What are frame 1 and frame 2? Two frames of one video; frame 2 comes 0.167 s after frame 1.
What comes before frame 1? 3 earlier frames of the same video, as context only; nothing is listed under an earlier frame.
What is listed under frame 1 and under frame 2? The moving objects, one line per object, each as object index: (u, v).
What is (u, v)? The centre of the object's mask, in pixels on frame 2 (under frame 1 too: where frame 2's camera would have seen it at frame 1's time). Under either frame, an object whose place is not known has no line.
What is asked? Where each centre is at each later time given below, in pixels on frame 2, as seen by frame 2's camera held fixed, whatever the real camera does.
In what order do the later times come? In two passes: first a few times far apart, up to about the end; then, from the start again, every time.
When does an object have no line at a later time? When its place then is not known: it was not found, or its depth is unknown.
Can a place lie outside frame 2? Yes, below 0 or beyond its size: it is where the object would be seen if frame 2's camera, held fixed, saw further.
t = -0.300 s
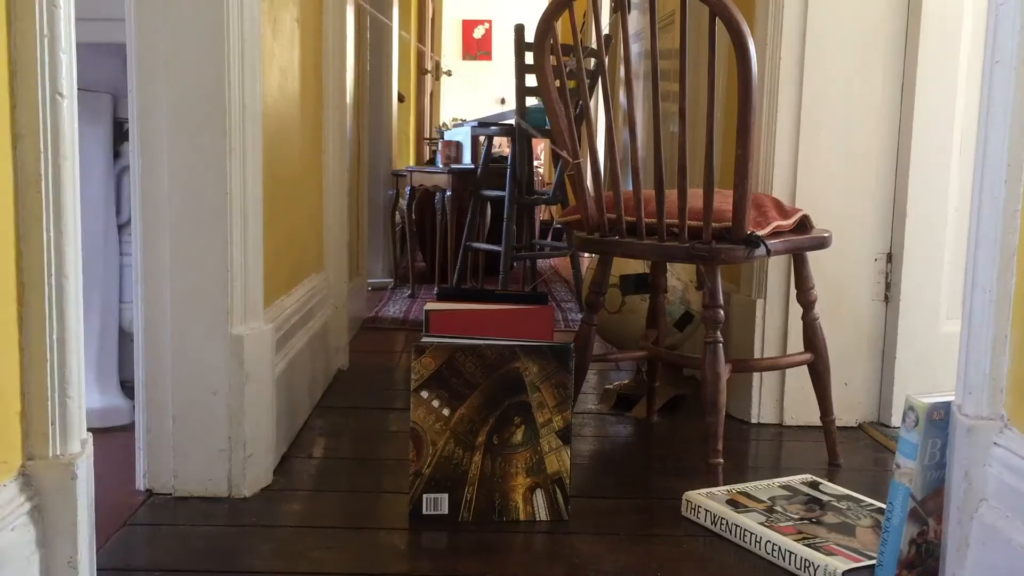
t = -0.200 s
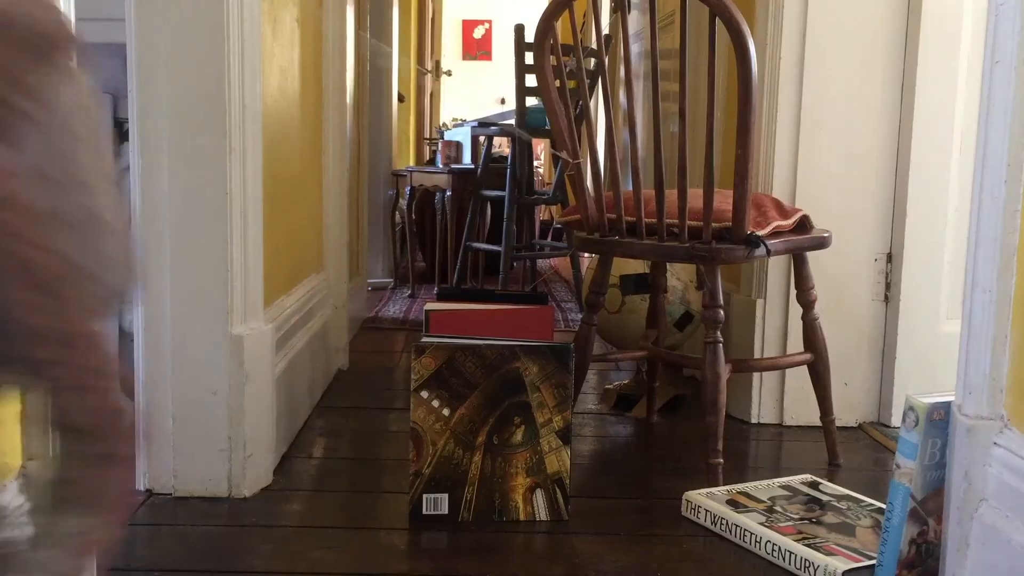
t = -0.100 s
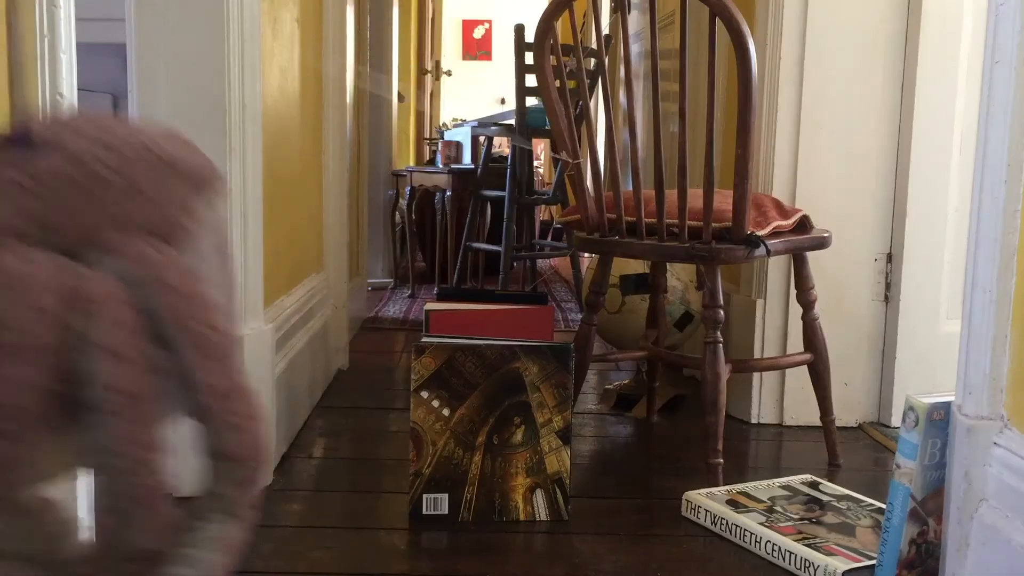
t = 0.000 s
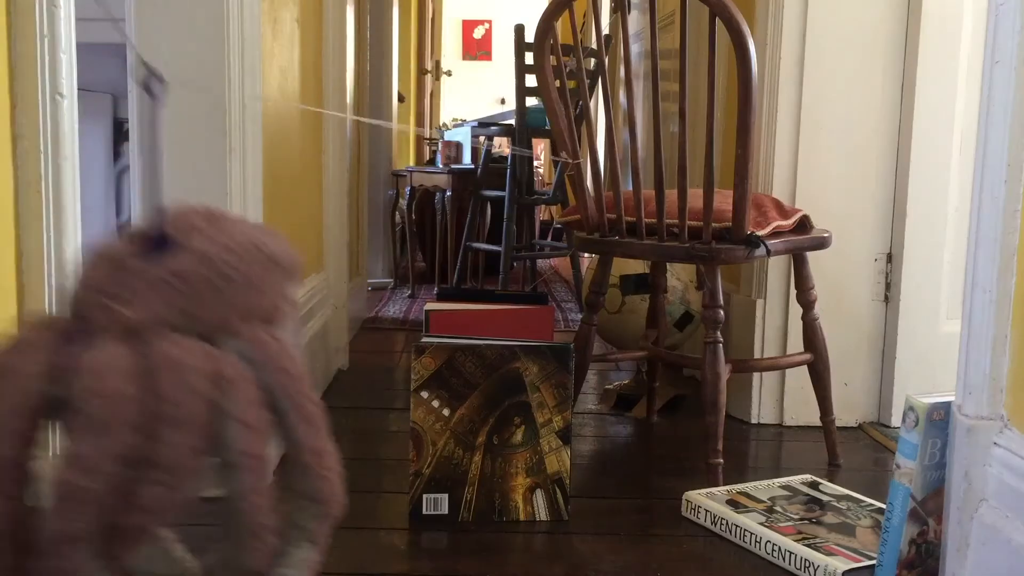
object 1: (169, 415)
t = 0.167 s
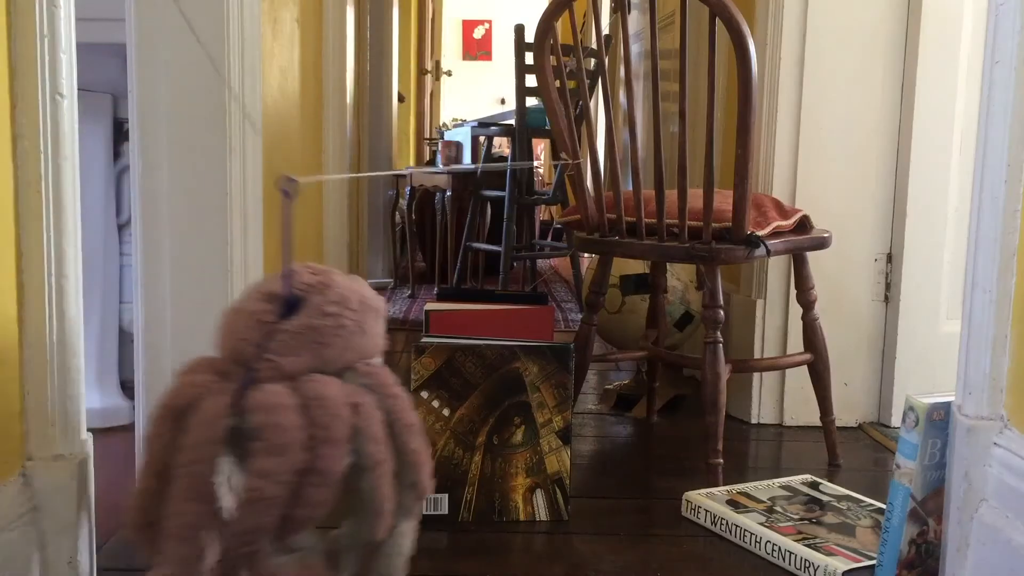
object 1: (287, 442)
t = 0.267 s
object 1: (343, 450)
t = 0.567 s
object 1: (455, 454)
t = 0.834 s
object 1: (511, 452)
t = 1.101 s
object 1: (530, 457)
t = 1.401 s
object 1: (514, 464)
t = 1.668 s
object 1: (498, 460)
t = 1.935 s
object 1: (497, 456)
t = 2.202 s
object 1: (500, 457)
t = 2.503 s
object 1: (507, 457)
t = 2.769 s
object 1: (507, 457)
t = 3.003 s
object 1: (504, 457)
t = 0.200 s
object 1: (306, 446)
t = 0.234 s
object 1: (326, 446)
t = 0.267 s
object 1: (343, 450)
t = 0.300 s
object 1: (357, 453)
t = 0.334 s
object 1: (371, 457)
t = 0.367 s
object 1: (383, 460)
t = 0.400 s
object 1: (395, 461)
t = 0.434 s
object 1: (407, 462)
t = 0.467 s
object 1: (421, 458)
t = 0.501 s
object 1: (433, 456)
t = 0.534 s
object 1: (444, 455)
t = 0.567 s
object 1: (455, 454)
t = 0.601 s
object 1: (464, 455)
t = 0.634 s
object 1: (472, 456)
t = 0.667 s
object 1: (479, 456)
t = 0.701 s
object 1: (487, 455)
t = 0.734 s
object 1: (494, 453)
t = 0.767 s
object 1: (500, 452)
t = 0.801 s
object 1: (505, 451)
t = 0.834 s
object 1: (511, 452)
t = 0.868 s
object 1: (516, 452)
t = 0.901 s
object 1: (520, 452)
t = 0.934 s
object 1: (523, 452)
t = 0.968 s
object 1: (526, 453)
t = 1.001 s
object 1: (528, 453)
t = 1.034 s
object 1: (529, 454)
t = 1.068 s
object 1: (530, 456)
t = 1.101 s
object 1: (530, 457)
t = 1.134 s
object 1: (530, 458)
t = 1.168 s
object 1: (529, 458)
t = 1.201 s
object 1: (528, 459)
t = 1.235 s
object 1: (526, 460)
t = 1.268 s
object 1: (524, 461)
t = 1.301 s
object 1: (521, 462)
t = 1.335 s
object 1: (519, 463)
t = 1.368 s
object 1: (517, 463)
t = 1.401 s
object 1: (514, 464)
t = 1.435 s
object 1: (512, 464)
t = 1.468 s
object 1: (509, 463)
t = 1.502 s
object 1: (506, 463)
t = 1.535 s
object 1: (504, 462)
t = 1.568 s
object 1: (502, 462)
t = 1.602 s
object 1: (500, 461)
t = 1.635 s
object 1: (499, 460)
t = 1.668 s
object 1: (498, 460)
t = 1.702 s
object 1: (497, 459)
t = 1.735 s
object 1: (496, 458)
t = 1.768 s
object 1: (496, 458)
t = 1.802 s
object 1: (496, 457)
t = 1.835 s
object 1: (496, 457)
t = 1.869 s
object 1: (496, 456)
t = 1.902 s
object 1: (496, 456)
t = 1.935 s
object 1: (497, 456)
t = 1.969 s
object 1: (497, 456)
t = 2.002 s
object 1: (497, 457)
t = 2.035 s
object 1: (497, 457)
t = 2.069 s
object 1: (498, 457)
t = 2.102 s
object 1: (498, 457)
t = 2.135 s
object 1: (499, 457)
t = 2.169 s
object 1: (500, 457)
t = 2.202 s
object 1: (500, 457)
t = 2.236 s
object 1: (501, 457)
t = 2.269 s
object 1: (502, 457)
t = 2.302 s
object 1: (503, 457)
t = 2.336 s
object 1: (504, 457)
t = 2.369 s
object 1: (504, 457)
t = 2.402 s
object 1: (505, 457)
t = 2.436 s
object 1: (506, 457)
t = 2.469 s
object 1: (506, 457)
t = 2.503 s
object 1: (507, 457)
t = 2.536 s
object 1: (507, 457)
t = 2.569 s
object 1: (507, 457)
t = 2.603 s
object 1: (507, 457)
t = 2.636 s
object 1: (507, 457)
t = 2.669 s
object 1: (507, 457)
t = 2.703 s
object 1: (507, 457)
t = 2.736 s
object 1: (507, 457)
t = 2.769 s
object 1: (507, 457)
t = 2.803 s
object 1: (506, 457)
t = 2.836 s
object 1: (506, 457)
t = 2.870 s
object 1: (505, 457)
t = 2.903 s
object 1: (505, 457)
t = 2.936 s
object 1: (505, 457)
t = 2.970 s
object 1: (504, 457)
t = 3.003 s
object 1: (504, 457)
